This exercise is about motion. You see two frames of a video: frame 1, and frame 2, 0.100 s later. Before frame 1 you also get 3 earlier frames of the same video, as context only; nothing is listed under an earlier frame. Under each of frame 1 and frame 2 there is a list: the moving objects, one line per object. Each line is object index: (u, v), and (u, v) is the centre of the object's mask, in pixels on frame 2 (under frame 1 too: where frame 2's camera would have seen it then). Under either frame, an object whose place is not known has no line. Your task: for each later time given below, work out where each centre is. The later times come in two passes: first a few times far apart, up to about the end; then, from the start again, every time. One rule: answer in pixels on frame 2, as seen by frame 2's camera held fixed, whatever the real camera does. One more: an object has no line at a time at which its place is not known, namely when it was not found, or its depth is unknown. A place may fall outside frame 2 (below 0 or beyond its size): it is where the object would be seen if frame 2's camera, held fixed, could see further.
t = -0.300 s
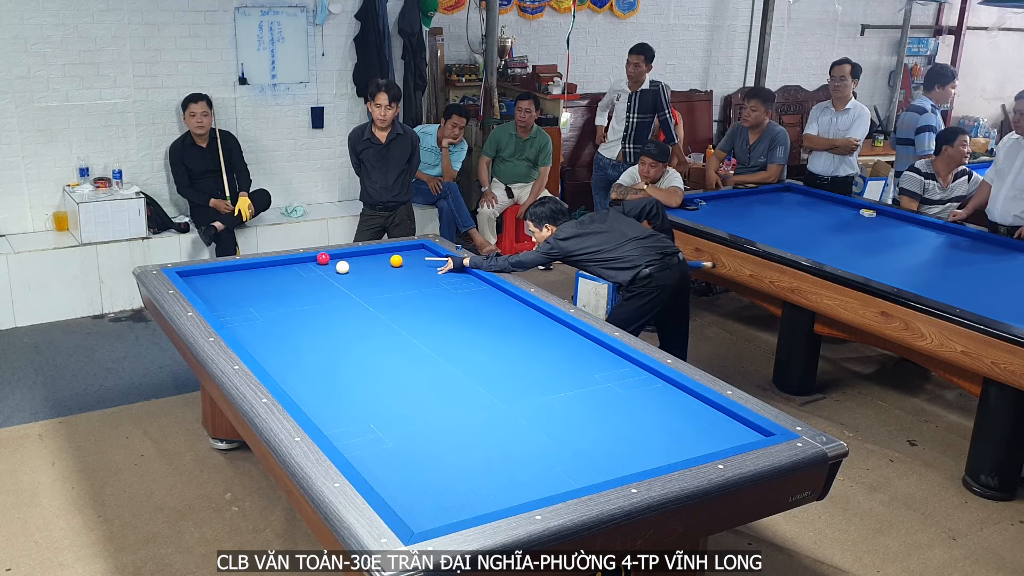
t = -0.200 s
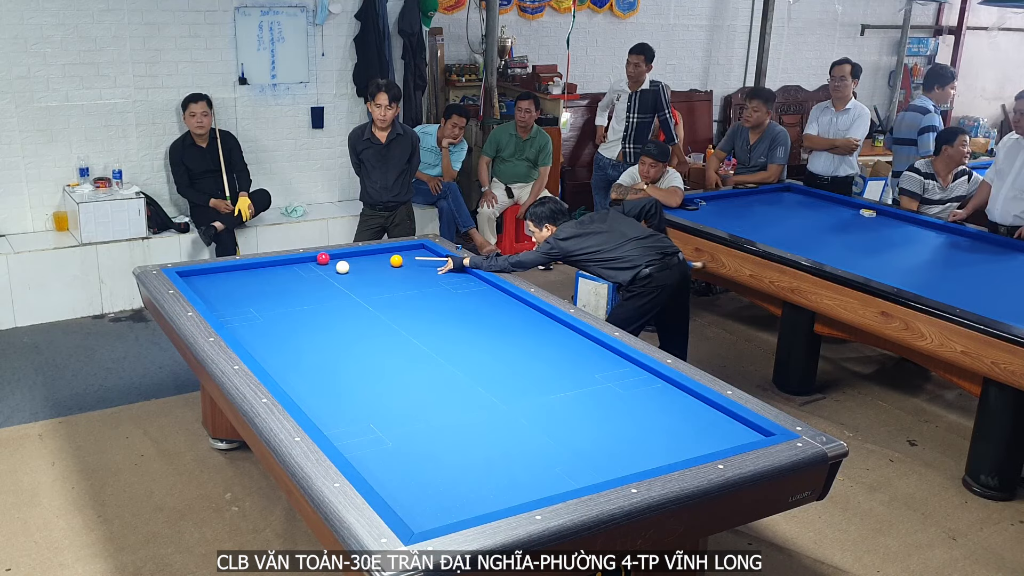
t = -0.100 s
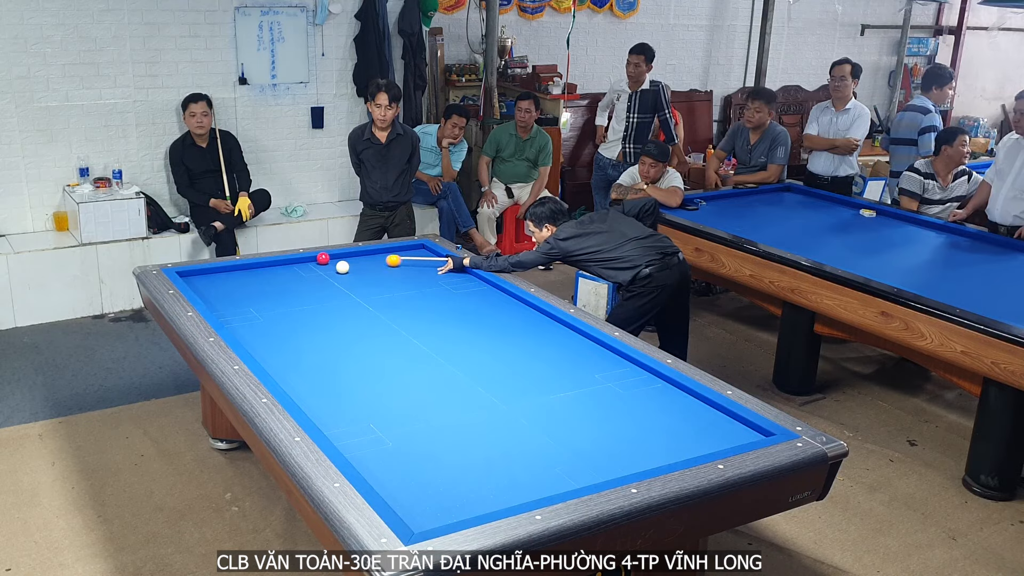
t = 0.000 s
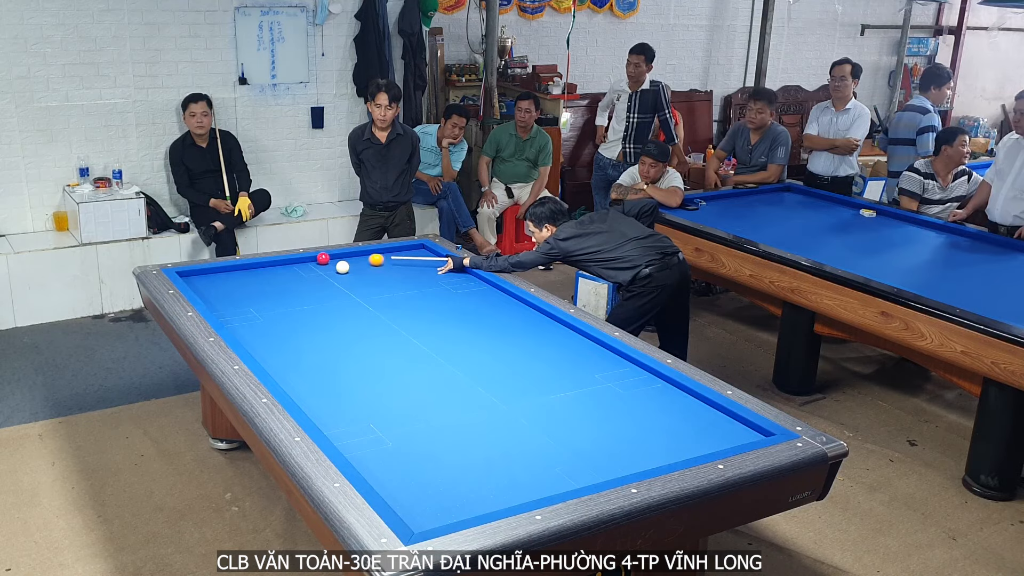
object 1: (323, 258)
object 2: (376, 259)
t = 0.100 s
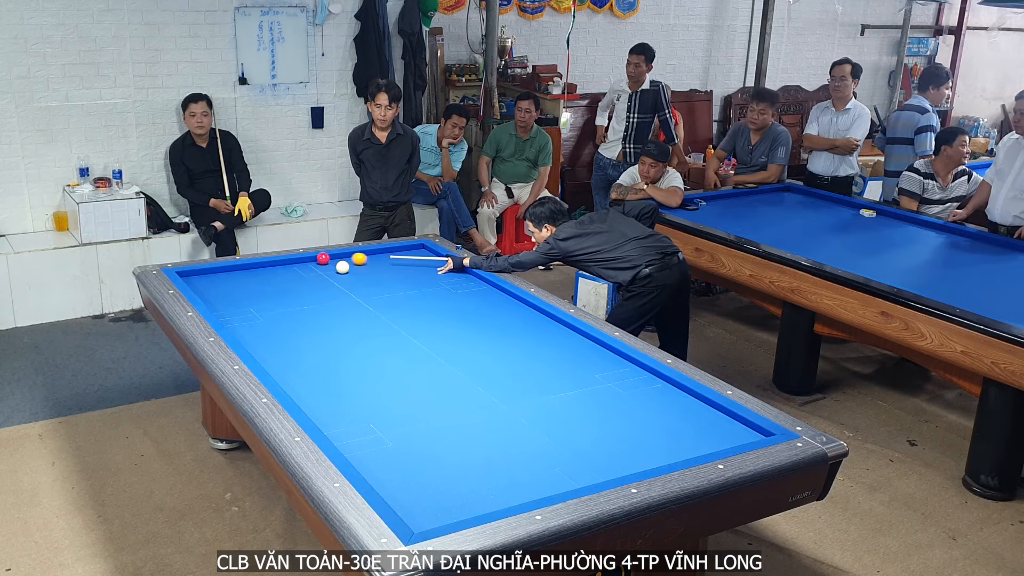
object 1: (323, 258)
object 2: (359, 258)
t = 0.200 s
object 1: (323, 258)
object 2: (342, 257)
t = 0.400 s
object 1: (303, 260)
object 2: (334, 257)
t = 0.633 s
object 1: (283, 263)
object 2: (335, 258)
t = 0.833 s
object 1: (266, 265)
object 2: (335, 260)
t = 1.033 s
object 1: (249, 268)
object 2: (336, 262)
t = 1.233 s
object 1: (232, 271)
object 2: (336, 262)
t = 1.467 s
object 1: (212, 274)
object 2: (336, 263)
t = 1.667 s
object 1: (195, 277)
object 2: (336, 264)
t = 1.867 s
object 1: (192, 278)
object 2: (337, 264)
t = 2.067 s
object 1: (203, 277)
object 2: (337, 264)
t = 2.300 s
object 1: (215, 276)
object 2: (337, 264)
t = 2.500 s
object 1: (225, 275)
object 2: (337, 264)
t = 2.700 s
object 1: (234, 274)
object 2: (337, 264)
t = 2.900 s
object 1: (243, 274)
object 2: (337, 264)
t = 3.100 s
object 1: (251, 273)
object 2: (337, 264)
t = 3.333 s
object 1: (261, 272)
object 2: (337, 264)
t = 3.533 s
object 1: (268, 271)
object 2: (337, 264)
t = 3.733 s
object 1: (275, 271)
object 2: (337, 264)
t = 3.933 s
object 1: (282, 270)
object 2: (337, 264)
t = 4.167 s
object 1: (289, 269)
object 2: (337, 264)
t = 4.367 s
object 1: (295, 269)
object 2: (337, 264)
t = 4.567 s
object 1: (300, 268)
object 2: (337, 264)
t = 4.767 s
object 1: (305, 268)
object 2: (337, 264)
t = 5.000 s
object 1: (310, 267)
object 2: (337, 264)
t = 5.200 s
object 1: (314, 267)
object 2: (337, 264)
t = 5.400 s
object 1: (317, 267)
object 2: (337, 264)
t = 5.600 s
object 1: (320, 267)
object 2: (337, 264)
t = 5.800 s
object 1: (323, 266)
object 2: (337, 264)
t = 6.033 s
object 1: (325, 266)
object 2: (337, 264)
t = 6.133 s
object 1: (325, 266)
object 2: (338, 264)
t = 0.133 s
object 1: (323, 258)
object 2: (353, 258)
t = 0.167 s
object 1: (323, 258)
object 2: (348, 257)
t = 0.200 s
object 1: (323, 258)
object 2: (342, 257)
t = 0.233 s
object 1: (323, 258)
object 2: (336, 257)
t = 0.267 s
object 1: (319, 258)
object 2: (335, 257)
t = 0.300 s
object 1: (314, 259)
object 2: (334, 257)
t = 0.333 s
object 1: (310, 259)
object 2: (333, 256)
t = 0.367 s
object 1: (306, 259)
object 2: (333, 256)
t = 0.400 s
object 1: (303, 260)
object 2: (334, 257)
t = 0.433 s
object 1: (300, 260)
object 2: (334, 257)
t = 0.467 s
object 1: (297, 261)
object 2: (334, 257)
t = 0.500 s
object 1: (294, 261)
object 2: (334, 257)
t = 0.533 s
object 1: (291, 262)
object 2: (334, 258)
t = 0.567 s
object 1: (289, 262)
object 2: (334, 258)
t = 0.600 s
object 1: (286, 262)
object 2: (335, 258)
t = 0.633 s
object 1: (283, 263)
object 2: (335, 258)
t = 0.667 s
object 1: (280, 263)
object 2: (335, 259)
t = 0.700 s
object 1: (277, 264)
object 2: (335, 259)
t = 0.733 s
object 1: (274, 264)
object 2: (335, 259)
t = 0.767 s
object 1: (271, 265)
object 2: (335, 260)
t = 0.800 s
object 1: (269, 265)
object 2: (335, 260)
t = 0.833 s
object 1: (266, 265)
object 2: (335, 260)
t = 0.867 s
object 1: (263, 266)
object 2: (335, 260)
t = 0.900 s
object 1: (260, 266)
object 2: (335, 260)
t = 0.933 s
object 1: (257, 267)
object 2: (335, 261)
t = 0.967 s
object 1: (255, 267)
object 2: (335, 261)
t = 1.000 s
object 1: (252, 268)
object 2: (336, 261)
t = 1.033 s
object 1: (249, 268)
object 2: (336, 262)
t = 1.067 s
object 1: (246, 269)
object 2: (336, 262)
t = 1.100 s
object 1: (243, 269)
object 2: (336, 262)
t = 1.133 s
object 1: (240, 270)
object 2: (336, 262)
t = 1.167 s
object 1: (237, 270)
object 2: (336, 262)
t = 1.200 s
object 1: (235, 270)
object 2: (336, 262)
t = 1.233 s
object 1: (232, 271)
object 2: (336, 262)
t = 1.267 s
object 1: (229, 271)
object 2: (336, 263)
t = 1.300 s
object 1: (226, 272)
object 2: (336, 263)
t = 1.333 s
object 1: (223, 272)
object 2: (336, 263)
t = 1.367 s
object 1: (220, 273)
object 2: (336, 263)
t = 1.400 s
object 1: (218, 273)
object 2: (336, 263)
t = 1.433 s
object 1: (215, 273)
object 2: (336, 263)
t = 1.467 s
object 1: (212, 274)
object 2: (336, 263)
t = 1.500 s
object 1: (209, 274)
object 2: (336, 264)
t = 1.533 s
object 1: (206, 275)
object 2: (336, 264)
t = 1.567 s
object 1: (203, 275)
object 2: (336, 264)
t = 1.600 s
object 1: (201, 276)
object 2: (336, 264)
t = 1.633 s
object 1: (198, 276)
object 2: (336, 264)
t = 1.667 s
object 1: (195, 277)
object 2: (336, 264)
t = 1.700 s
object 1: (192, 277)
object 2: (336, 264)
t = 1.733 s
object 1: (189, 277)
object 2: (336, 264)
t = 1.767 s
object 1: (187, 277)
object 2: (336, 264)
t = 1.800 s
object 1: (188, 277)
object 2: (336, 264)
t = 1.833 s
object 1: (190, 278)
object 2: (337, 264)
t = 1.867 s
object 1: (192, 278)
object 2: (337, 264)
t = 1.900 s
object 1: (194, 277)
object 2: (337, 264)
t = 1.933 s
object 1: (196, 277)
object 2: (337, 264)
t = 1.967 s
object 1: (197, 277)
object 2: (337, 264)
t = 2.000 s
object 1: (199, 277)
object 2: (337, 264)
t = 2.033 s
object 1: (201, 277)
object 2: (337, 264)
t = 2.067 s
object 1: (203, 277)
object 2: (337, 264)
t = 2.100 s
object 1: (205, 277)
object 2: (337, 264)
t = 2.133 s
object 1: (206, 276)
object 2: (337, 264)
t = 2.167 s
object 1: (208, 276)
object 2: (337, 264)
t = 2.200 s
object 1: (210, 276)
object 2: (337, 264)
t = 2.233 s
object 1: (212, 276)
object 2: (337, 264)
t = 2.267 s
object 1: (213, 276)
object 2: (337, 264)
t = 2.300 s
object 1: (215, 276)
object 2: (337, 264)
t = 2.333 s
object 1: (217, 276)
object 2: (337, 264)
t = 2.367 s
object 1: (218, 276)
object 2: (337, 264)
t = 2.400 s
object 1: (220, 275)
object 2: (337, 264)
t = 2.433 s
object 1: (221, 275)
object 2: (337, 264)
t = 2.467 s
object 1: (223, 275)
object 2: (337, 264)
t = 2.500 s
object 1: (225, 275)
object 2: (337, 264)
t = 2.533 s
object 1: (226, 275)
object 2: (337, 264)
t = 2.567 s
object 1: (228, 275)
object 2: (337, 264)
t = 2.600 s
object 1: (230, 275)
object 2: (337, 264)
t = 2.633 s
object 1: (231, 275)
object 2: (337, 264)
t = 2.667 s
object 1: (233, 274)
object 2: (337, 264)
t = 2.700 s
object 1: (234, 274)
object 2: (337, 264)
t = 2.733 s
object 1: (236, 274)
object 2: (337, 264)
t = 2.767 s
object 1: (237, 274)
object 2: (337, 264)
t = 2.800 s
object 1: (239, 274)
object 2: (337, 264)
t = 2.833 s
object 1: (240, 274)
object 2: (337, 264)
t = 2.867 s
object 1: (242, 274)
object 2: (337, 264)
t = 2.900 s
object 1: (243, 274)
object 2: (337, 264)
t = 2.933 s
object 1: (244, 273)
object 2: (337, 264)
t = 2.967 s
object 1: (246, 273)
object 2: (337, 264)
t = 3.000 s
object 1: (247, 273)
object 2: (337, 264)
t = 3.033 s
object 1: (249, 273)
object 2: (337, 264)
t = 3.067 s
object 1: (250, 273)
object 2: (337, 264)
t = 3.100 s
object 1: (251, 273)
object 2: (337, 264)
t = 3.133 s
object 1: (253, 273)
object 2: (337, 264)
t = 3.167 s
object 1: (254, 272)
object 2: (337, 264)
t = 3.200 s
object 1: (256, 272)
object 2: (337, 264)
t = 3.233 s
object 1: (257, 272)
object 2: (337, 264)
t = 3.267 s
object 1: (258, 272)
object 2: (337, 264)
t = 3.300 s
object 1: (260, 272)
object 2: (337, 264)
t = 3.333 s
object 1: (261, 272)
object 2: (337, 264)
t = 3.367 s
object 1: (262, 272)
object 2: (337, 264)
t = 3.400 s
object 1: (263, 272)
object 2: (337, 264)
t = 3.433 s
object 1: (265, 272)
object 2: (337, 264)
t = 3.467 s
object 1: (266, 271)
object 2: (337, 264)
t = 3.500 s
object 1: (267, 271)
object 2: (337, 264)
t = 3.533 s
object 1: (268, 271)
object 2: (337, 264)
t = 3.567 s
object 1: (270, 271)
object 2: (337, 264)
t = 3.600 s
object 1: (271, 271)
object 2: (337, 264)
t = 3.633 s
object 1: (272, 271)
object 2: (337, 264)
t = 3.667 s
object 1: (273, 271)
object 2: (337, 264)
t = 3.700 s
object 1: (274, 271)
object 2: (337, 264)
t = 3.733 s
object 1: (275, 271)
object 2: (337, 264)
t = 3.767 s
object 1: (276, 270)
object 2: (337, 264)
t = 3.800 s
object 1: (278, 270)
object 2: (337, 264)
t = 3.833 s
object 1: (279, 270)
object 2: (337, 264)
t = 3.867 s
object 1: (280, 270)
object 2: (337, 264)
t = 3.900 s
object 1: (281, 270)
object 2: (337, 264)
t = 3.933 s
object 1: (282, 270)
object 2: (337, 264)
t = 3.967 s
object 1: (283, 270)
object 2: (337, 264)
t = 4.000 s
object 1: (284, 270)
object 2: (337, 264)
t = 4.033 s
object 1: (285, 270)
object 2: (337, 264)
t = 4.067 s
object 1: (286, 270)
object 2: (337, 264)
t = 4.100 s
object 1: (287, 269)
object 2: (337, 264)
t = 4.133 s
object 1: (288, 269)
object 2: (337, 264)
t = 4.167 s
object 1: (289, 269)
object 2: (337, 264)
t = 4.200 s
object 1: (290, 269)
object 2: (337, 264)
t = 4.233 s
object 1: (291, 269)
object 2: (337, 264)
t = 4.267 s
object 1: (292, 269)
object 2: (337, 264)
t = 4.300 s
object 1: (293, 269)
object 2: (337, 264)
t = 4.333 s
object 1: (294, 269)
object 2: (337, 264)
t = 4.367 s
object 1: (295, 269)
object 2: (337, 264)
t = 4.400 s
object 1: (296, 269)
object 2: (337, 264)
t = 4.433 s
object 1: (296, 269)
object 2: (337, 264)
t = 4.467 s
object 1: (297, 269)
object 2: (337, 264)
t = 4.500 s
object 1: (298, 268)
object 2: (337, 264)
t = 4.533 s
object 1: (299, 268)
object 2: (337, 264)
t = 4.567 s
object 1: (300, 268)
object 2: (337, 264)
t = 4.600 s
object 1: (301, 268)
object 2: (337, 264)
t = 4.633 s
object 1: (302, 268)
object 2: (337, 264)
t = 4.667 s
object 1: (302, 268)
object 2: (337, 264)
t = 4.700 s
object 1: (303, 268)
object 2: (337, 264)
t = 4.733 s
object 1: (304, 268)
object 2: (337, 264)
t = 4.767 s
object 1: (305, 268)
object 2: (337, 264)
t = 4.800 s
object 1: (306, 268)
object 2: (337, 264)
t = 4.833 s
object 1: (306, 268)
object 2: (337, 264)
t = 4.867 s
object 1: (307, 268)
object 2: (337, 264)
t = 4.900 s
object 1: (308, 268)
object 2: (337, 264)
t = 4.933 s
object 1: (308, 267)
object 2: (337, 264)
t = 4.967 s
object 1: (309, 267)
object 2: (337, 264)
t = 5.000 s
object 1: (310, 267)
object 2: (337, 264)
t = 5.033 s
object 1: (310, 267)
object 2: (337, 264)
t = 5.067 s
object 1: (311, 267)
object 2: (337, 264)
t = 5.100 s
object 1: (312, 267)
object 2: (337, 264)
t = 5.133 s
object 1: (312, 267)
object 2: (337, 264)
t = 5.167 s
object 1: (313, 267)
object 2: (337, 264)
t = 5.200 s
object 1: (314, 267)
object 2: (337, 264)
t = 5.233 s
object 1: (314, 267)
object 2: (337, 264)
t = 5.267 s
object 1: (315, 267)
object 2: (337, 264)
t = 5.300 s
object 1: (315, 267)
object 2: (337, 264)
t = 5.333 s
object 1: (316, 267)
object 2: (337, 264)
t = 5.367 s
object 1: (317, 267)
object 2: (337, 264)
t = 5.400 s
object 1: (317, 267)
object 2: (337, 264)
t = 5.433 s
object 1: (318, 267)
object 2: (337, 264)
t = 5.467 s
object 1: (318, 267)
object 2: (337, 264)
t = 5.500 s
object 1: (319, 267)
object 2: (337, 264)
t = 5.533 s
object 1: (319, 267)
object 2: (337, 264)
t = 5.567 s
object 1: (320, 267)
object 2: (337, 264)
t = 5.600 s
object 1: (320, 267)
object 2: (337, 264)
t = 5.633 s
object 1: (321, 267)
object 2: (337, 264)
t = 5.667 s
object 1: (321, 266)
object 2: (337, 264)
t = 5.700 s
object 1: (322, 266)
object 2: (337, 264)
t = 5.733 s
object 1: (322, 266)
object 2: (337, 264)
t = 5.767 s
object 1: (323, 266)
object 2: (337, 264)
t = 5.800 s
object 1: (323, 266)
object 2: (337, 264)
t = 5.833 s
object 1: (323, 266)
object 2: (337, 264)
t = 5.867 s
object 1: (324, 266)
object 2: (337, 264)
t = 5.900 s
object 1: (324, 266)
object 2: (337, 264)
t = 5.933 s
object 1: (325, 266)
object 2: (337, 264)
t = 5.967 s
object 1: (325, 266)
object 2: (337, 264)
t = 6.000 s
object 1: (325, 266)
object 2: (337, 264)
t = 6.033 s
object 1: (325, 266)
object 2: (337, 264)
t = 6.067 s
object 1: (325, 266)
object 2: (338, 264)
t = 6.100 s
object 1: (325, 266)
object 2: (338, 264)
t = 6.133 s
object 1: (325, 266)
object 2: (338, 264)
